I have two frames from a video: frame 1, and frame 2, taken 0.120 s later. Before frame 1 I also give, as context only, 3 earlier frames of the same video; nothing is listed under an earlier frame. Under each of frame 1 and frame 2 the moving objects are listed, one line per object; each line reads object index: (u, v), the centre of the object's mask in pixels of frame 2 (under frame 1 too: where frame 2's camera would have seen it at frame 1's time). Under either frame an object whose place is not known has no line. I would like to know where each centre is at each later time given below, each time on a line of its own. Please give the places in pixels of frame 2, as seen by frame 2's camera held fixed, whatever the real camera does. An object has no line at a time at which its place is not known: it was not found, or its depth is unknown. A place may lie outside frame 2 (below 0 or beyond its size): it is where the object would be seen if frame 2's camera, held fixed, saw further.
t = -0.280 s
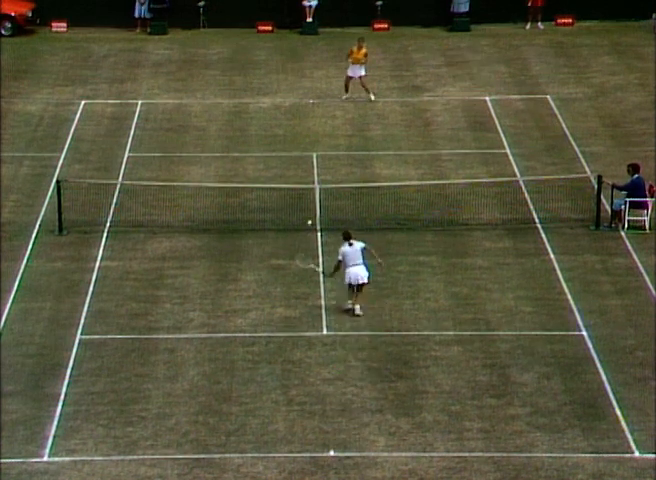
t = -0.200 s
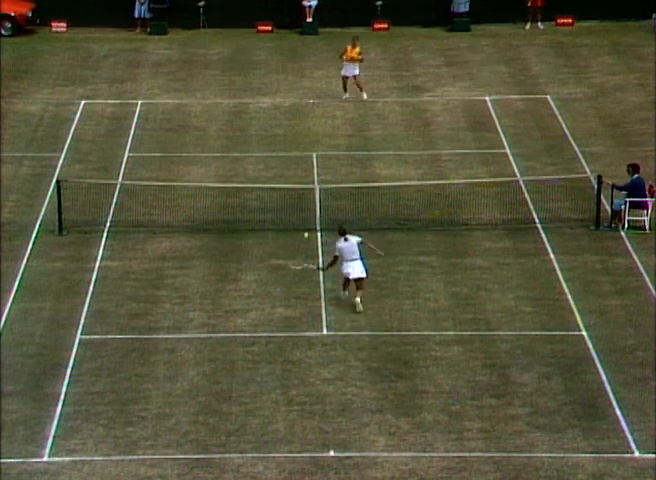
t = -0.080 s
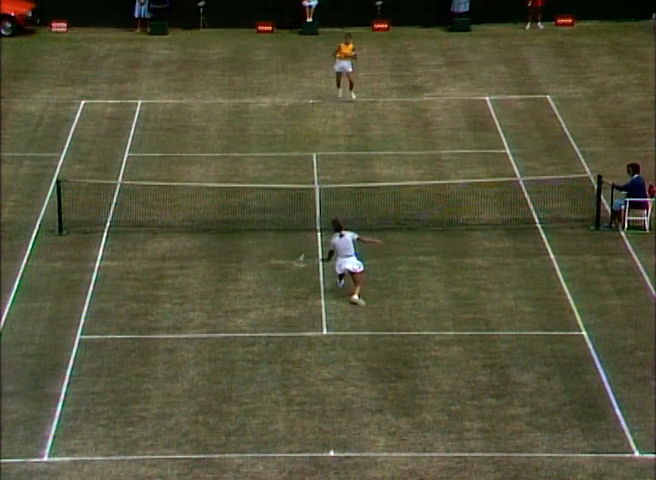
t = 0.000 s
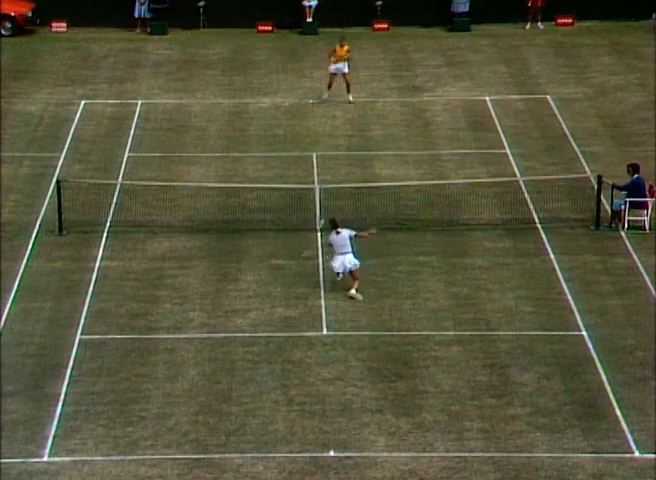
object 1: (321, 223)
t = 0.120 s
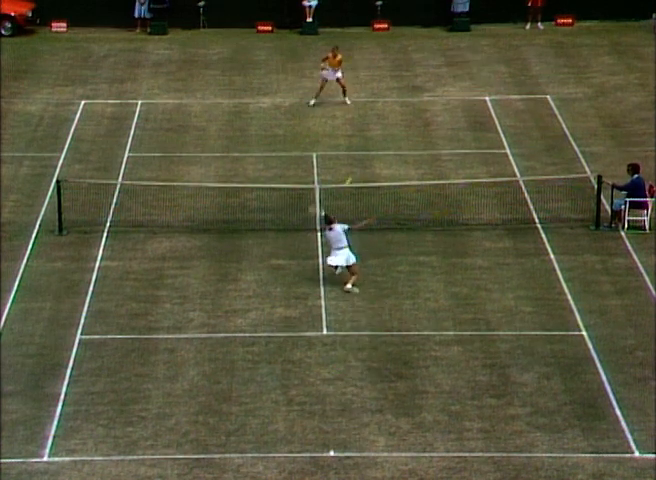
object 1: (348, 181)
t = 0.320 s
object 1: (386, 134)
